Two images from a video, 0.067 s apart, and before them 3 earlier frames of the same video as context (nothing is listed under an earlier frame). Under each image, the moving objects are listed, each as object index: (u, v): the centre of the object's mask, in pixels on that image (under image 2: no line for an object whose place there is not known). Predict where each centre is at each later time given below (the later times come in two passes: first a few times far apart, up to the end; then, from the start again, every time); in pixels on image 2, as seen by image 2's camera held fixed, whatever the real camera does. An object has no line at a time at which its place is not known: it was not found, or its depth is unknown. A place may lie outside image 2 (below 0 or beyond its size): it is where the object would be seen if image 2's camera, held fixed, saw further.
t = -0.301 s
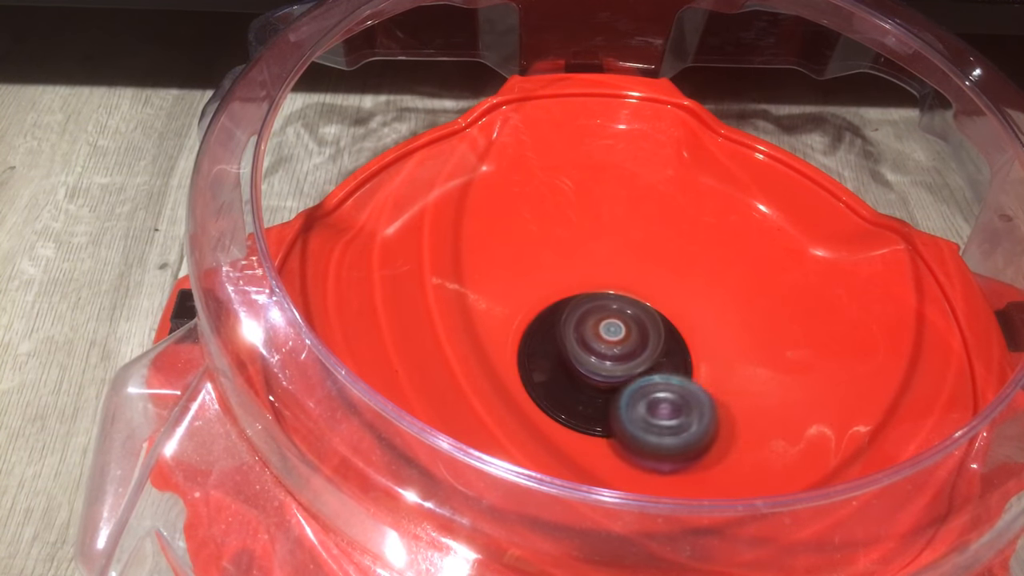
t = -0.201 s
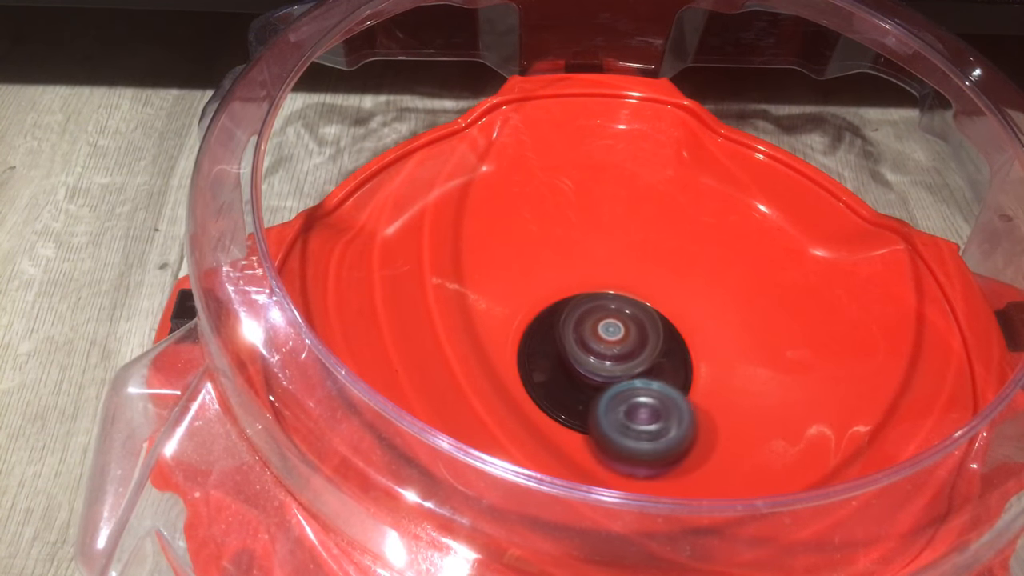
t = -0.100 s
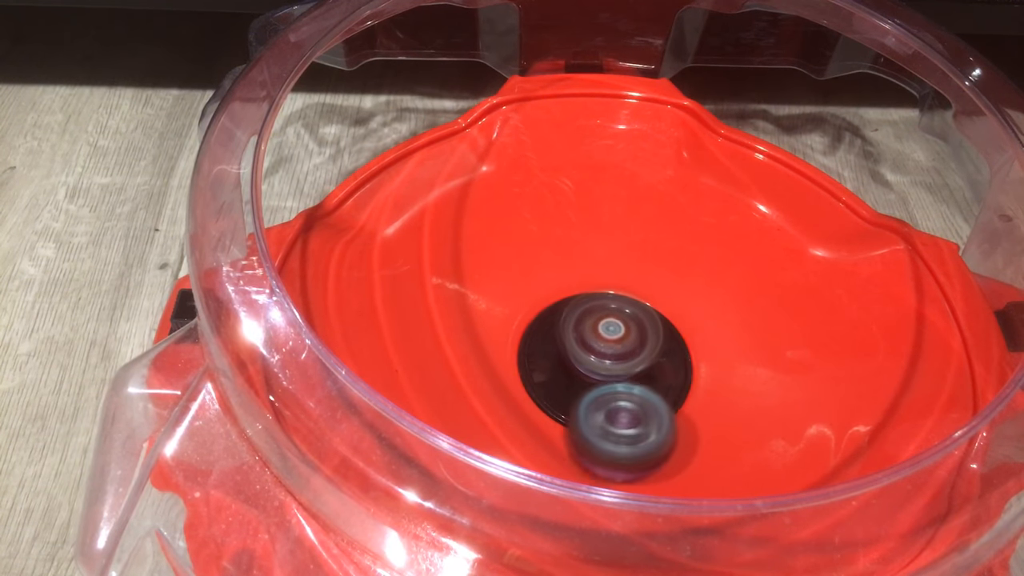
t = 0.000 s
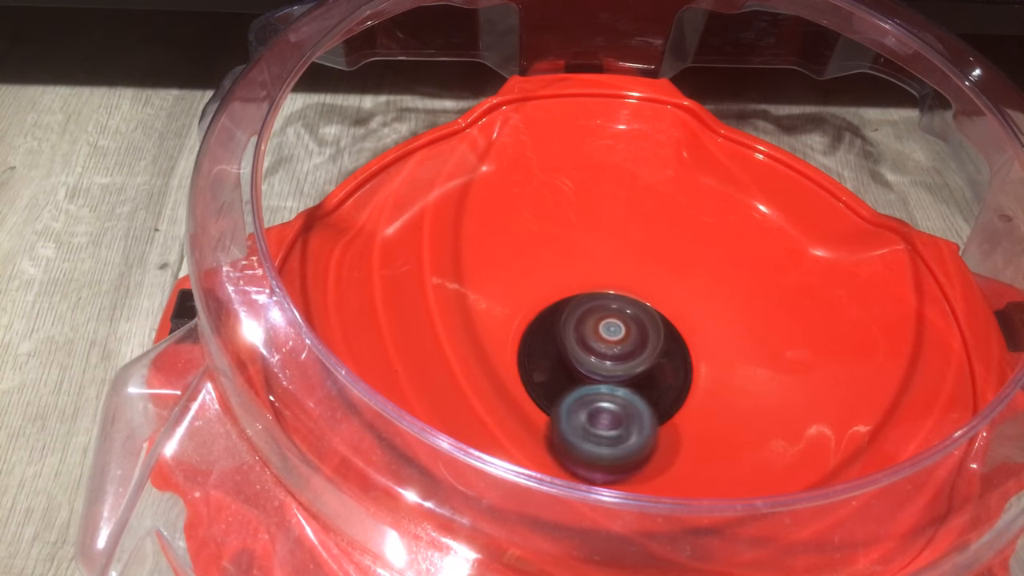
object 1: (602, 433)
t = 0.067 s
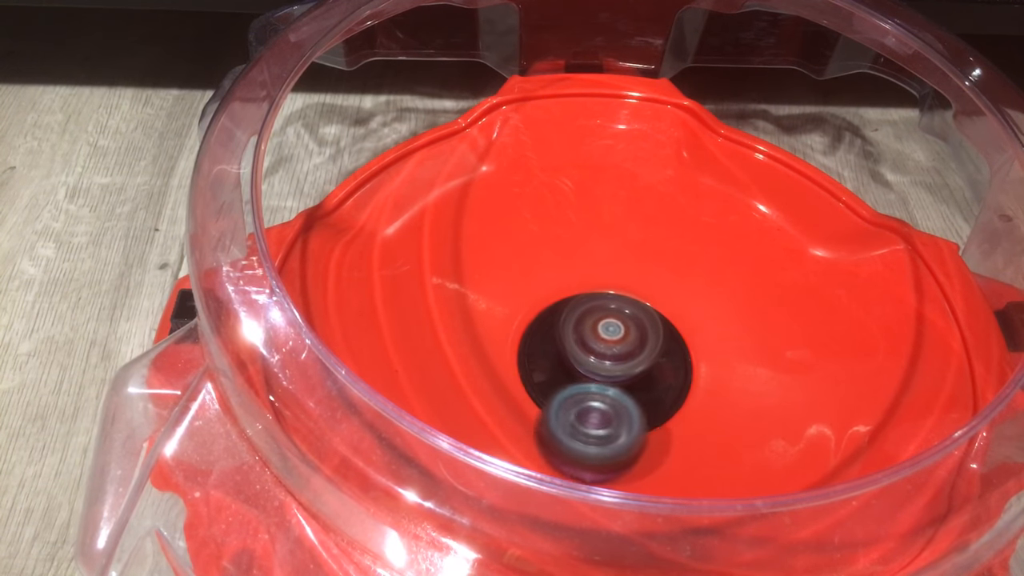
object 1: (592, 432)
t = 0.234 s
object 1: (569, 421)
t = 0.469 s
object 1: (524, 404)
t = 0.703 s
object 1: (520, 379)
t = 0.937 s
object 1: (474, 360)
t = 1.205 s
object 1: (503, 329)
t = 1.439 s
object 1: (512, 289)
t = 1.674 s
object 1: (545, 260)
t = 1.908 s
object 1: (589, 247)
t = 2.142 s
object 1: (633, 252)
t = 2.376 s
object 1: (687, 266)
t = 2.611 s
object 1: (723, 288)
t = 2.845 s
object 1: (736, 330)
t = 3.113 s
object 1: (721, 387)
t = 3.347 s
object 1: (681, 423)
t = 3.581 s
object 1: (624, 436)
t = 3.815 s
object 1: (567, 421)
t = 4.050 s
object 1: (524, 386)
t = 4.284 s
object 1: (500, 347)
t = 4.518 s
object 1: (502, 305)
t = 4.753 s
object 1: (530, 273)
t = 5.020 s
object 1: (574, 241)
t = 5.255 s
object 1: (624, 246)
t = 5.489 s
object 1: (680, 272)
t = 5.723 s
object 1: (721, 306)
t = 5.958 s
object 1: (729, 354)
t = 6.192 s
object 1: (701, 399)
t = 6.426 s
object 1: (648, 432)
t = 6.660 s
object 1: (588, 436)
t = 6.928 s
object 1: (533, 397)
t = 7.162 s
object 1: (495, 350)
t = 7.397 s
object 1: (504, 306)
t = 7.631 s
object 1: (538, 269)
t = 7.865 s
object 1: (591, 251)
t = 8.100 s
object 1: (664, 264)
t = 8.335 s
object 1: (724, 314)
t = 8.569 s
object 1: (740, 382)
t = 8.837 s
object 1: (693, 431)
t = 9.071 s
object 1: (608, 429)
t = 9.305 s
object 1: (504, 395)
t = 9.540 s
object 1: (473, 332)
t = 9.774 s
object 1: (517, 279)
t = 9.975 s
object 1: (596, 246)
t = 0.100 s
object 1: (587, 430)
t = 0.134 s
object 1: (582, 429)
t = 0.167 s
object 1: (578, 427)
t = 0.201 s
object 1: (574, 424)
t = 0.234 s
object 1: (569, 421)
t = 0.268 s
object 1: (565, 417)
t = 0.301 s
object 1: (560, 414)
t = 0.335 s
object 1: (555, 410)
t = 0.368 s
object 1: (547, 409)
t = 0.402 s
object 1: (539, 408)
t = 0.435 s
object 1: (533, 408)
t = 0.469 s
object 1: (524, 404)
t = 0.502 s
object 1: (521, 403)
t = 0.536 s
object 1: (519, 400)
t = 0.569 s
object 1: (518, 396)
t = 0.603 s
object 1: (517, 393)
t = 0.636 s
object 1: (518, 388)
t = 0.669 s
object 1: (519, 384)
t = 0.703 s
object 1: (520, 379)
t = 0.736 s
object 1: (505, 374)
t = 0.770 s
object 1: (491, 371)
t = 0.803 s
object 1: (483, 368)
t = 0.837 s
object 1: (478, 366)
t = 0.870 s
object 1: (475, 364)
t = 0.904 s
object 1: (474, 362)
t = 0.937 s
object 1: (474, 360)
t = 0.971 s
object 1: (476, 357)
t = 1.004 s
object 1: (478, 354)
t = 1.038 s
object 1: (481, 350)
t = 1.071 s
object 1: (485, 346)
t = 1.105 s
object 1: (490, 343)
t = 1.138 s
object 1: (496, 338)
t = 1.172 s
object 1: (500, 334)
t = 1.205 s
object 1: (503, 329)
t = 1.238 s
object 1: (500, 321)
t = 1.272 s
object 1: (500, 314)
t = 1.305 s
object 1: (501, 308)
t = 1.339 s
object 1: (502, 303)
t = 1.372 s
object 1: (505, 298)
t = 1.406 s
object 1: (508, 294)
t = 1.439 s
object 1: (512, 289)
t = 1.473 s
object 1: (516, 285)
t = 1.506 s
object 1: (521, 282)
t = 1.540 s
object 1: (526, 277)
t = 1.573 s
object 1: (531, 274)
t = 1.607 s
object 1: (535, 268)
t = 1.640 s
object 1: (540, 264)
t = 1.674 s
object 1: (545, 260)
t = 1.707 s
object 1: (551, 257)
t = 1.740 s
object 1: (557, 254)
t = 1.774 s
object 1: (563, 252)
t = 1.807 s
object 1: (570, 250)
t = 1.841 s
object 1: (576, 249)
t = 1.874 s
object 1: (584, 247)
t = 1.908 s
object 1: (589, 247)
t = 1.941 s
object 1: (597, 246)
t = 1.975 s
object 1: (603, 246)
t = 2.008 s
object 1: (609, 246)
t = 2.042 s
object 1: (615, 247)
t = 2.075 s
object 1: (621, 248)
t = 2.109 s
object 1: (627, 250)
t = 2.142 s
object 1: (633, 252)
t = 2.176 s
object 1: (640, 254)
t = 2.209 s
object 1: (646, 256)
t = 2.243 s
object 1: (653, 260)
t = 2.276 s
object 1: (659, 263)
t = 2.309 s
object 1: (670, 263)
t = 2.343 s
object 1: (679, 265)
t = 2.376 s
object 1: (687, 266)
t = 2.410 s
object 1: (694, 268)
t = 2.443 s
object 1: (700, 271)
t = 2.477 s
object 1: (706, 274)
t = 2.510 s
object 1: (712, 277)
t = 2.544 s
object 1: (716, 280)
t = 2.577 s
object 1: (719, 283)
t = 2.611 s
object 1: (723, 288)
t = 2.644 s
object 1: (727, 293)
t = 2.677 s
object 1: (730, 298)
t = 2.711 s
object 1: (732, 304)
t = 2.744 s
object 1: (734, 310)
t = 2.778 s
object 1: (735, 316)
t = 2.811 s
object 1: (736, 323)
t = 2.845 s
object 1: (736, 330)
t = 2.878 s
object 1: (737, 337)
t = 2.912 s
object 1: (736, 344)
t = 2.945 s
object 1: (735, 352)
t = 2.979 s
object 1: (733, 359)
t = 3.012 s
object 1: (731, 366)
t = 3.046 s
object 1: (728, 373)
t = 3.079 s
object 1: (725, 380)
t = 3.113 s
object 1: (721, 387)
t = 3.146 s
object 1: (717, 393)
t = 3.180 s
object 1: (711, 399)
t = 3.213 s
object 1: (706, 404)
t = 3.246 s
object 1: (701, 410)
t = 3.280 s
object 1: (695, 415)
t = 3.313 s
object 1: (688, 419)
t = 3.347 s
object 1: (681, 423)
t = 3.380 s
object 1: (674, 426)
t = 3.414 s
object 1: (666, 429)
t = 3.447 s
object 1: (658, 432)
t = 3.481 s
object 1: (650, 433)
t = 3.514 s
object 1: (641, 434)
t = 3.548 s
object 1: (633, 435)
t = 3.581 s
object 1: (624, 436)
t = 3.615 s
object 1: (615, 435)
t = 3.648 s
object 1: (606, 434)
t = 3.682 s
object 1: (598, 432)
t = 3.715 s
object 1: (589, 430)
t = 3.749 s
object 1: (582, 428)
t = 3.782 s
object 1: (574, 425)
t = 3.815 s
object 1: (567, 421)
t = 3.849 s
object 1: (559, 418)
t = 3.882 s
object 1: (553, 413)
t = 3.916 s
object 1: (547, 409)
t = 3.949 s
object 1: (541, 403)
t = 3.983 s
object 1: (535, 398)
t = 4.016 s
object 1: (530, 392)
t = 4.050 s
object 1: (524, 386)
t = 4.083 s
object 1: (518, 381)
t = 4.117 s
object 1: (512, 376)
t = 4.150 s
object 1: (509, 370)
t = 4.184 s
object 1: (505, 365)
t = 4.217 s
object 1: (503, 359)
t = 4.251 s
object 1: (502, 353)
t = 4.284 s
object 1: (500, 347)
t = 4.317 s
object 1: (500, 341)
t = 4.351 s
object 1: (500, 335)
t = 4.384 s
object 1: (500, 329)
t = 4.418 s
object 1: (501, 323)
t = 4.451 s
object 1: (501, 317)
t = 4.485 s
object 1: (501, 311)
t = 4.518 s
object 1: (502, 305)
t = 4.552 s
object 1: (504, 300)
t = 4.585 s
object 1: (507, 295)
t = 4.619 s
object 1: (511, 290)
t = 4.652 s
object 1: (516, 286)
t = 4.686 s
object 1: (521, 282)
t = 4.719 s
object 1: (525, 277)
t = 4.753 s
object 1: (530, 273)
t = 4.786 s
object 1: (536, 269)
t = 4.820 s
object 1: (540, 263)
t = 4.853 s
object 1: (545, 258)
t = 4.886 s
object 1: (550, 254)
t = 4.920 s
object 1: (556, 250)
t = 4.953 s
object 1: (562, 247)
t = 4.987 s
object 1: (569, 243)
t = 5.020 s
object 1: (574, 241)
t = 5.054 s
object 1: (581, 242)
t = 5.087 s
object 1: (588, 241)
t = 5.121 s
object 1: (595, 241)
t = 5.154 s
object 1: (602, 242)
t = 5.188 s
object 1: (609, 243)
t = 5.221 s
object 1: (617, 245)
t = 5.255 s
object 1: (624, 246)
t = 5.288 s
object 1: (632, 250)
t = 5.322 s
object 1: (640, 253)
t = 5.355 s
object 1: (647, 257)
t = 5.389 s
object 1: (654, 260)
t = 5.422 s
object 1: (662, 265)
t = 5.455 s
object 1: (670, 269)
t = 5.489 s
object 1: (680, 272)
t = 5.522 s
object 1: (688, 276)
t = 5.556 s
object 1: (694, 280)
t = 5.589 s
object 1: (701, 284)
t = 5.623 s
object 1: (707, 289)
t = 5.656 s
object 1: (712, 295)
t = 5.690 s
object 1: (716, 300)
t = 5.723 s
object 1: (721, 306)
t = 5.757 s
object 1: (724, 312)
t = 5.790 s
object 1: (727, 319)
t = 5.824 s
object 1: (729, 326)
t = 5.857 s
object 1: (730, 333)
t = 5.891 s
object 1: (730, 340)
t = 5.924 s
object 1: (730, 347)
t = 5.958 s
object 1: (729, 354)
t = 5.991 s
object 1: (728, 361)
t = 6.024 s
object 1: (725, 368)
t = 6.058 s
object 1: (722, 375)
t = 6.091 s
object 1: (718, 382)
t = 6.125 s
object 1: (713, 388)
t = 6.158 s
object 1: (707, 394)
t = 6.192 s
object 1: (701, 399)
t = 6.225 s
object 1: (694, 405)
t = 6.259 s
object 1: (688, 410)
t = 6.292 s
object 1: (680, 414)
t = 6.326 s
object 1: (672, 418)
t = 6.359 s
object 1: (664, 421)
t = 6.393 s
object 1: (657, 428)
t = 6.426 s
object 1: (648, 432)
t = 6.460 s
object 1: (640, 435)
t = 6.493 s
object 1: (631, 438)
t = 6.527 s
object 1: (622, 440)
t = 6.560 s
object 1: (614, 440)
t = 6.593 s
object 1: (605, 439)
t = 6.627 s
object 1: (597, 438)
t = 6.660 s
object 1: (588, 436)
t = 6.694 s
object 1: (579, 433)
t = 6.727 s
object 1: (571, 430)
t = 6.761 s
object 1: (563, 426)
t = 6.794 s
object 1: (556, 421)
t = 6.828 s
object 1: (548, 416)
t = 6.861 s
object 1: (542, 410)
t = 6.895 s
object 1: (537, 404)
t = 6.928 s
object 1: (533, 397)
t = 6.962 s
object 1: (530, 390)
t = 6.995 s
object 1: (525, 383)
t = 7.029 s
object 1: (519, 377)
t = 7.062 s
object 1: (508, 370)
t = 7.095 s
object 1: (501, 363)
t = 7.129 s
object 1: (497, 357)
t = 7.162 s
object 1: (495, 350)
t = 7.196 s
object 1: (494, 343)
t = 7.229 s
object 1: (493, 337)
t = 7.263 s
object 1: (494, 331)
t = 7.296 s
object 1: (495, 324)
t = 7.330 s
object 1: (497, 318)
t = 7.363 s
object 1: (500, 312)
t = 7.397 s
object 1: (504, 306)
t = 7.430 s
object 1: (509, 301)
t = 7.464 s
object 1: (513, 294)
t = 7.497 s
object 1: (516, 287)
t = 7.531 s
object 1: (520, 281)
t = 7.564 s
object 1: (525, 276)
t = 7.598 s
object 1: (531, 272)
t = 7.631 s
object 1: (538, 269)
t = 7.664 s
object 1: (543, 262)
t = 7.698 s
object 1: (550, 256)
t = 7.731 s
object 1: (557, 253)
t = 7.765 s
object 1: (565, 251)
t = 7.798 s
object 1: (573, 251)
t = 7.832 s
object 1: (582, 250)
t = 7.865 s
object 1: (591, 251)
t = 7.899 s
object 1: (601, 250)
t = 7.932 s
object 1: (611, 250)
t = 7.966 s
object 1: (622, 251)
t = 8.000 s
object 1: (633, 254)
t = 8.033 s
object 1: (642, 257)
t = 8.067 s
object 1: (652, 261)
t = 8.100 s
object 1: (664, 264)
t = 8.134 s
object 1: (674, 269)
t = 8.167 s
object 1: (684, 275)
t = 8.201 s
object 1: (693, 281)
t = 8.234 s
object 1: (702, 289)
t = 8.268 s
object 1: (710, 297)
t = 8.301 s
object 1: (717, 305)
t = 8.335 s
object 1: (724, 314)
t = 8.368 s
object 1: (729, 323)
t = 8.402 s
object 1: (733, 333)
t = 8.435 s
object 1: (736, 342)
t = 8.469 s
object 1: (739, 352)
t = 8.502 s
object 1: (740, 362)
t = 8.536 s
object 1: (741, 372)
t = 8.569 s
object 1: (740, 382)
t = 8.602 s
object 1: (738, 390)
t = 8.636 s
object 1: (735, 398)
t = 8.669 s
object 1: (731, 405)
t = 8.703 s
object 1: (726, 412)
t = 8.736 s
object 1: (719, 418)
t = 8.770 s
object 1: (712, 423)
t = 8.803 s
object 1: (703, 428)
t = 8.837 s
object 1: (693, 431)
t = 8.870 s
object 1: (684, 434)
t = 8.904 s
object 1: (673, 435)
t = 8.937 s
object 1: (661, 436)
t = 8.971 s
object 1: (648, 436)
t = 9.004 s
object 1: (635, 434)
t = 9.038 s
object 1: (622, 432)
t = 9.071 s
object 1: (608, 429)
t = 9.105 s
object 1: (595, 425)
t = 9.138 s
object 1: (581, 422)
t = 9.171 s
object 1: (561, 420)
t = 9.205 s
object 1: (544, 416)
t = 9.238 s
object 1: (528, 410)
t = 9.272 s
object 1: (515, 403)
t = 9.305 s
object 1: (504, 395)
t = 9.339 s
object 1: (494, 386)
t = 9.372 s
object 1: (485, 377)
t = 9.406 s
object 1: (480, 368)
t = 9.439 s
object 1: (475, 358)
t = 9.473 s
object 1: (473, 349)
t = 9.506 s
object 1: (472, 340)
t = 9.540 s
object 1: (473, 332)
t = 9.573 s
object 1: (475, 323)
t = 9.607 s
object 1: (479, 314)
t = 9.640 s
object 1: (484, 307)
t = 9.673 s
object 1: (490, 299)
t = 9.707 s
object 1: (498, 292)
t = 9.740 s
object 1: (506, 285)
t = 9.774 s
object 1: (517, 279)
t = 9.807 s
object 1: (528, 273)
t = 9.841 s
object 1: (540, 267)
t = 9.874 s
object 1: (552, 262)
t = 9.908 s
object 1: (566, 256)
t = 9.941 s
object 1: (580, 251)
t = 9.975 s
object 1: (596, 246)
